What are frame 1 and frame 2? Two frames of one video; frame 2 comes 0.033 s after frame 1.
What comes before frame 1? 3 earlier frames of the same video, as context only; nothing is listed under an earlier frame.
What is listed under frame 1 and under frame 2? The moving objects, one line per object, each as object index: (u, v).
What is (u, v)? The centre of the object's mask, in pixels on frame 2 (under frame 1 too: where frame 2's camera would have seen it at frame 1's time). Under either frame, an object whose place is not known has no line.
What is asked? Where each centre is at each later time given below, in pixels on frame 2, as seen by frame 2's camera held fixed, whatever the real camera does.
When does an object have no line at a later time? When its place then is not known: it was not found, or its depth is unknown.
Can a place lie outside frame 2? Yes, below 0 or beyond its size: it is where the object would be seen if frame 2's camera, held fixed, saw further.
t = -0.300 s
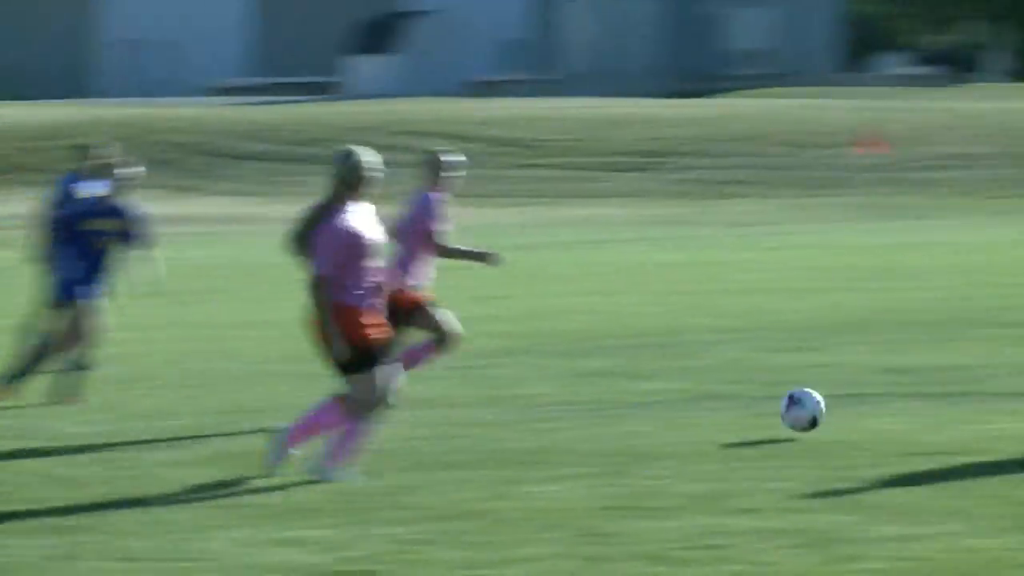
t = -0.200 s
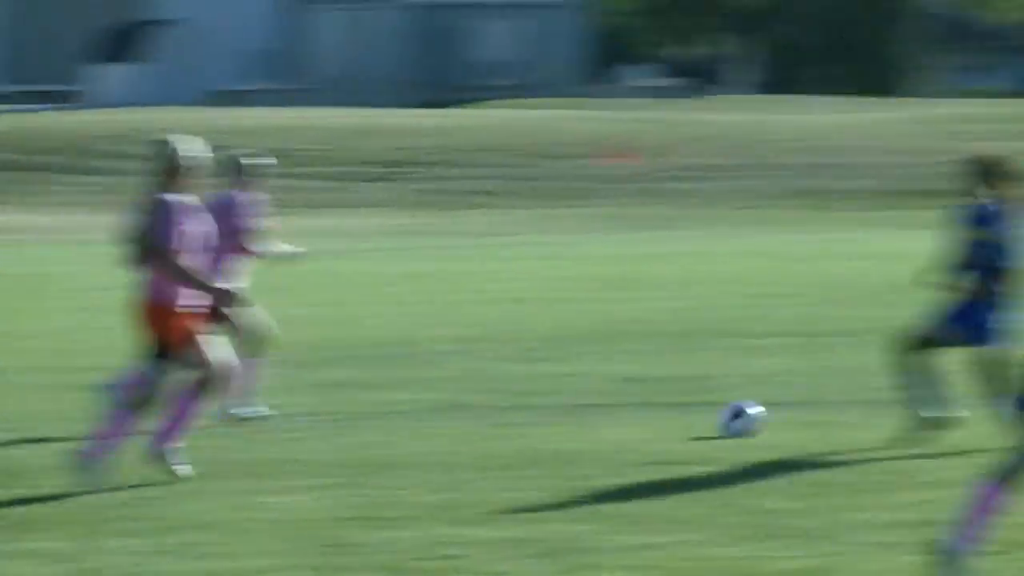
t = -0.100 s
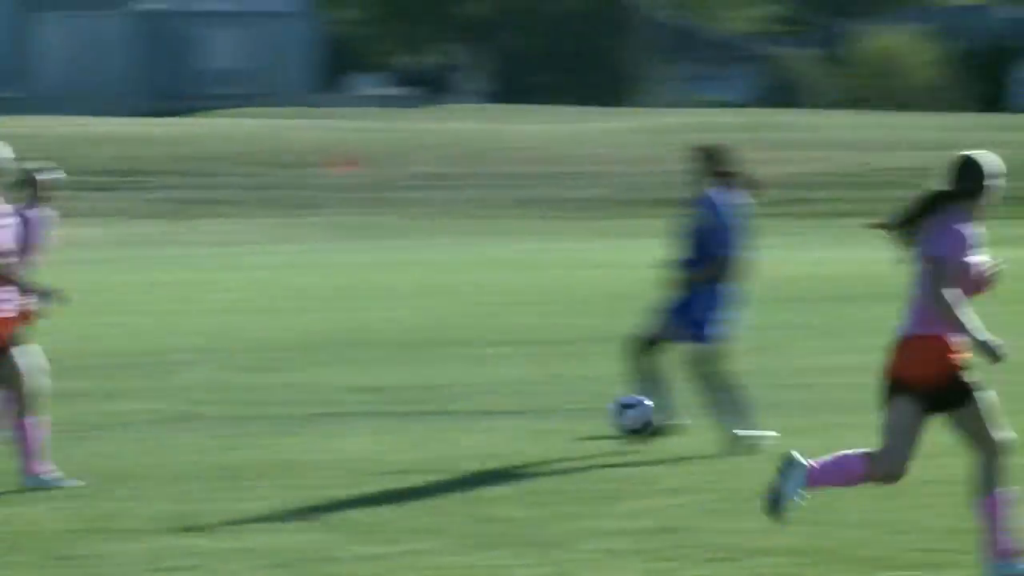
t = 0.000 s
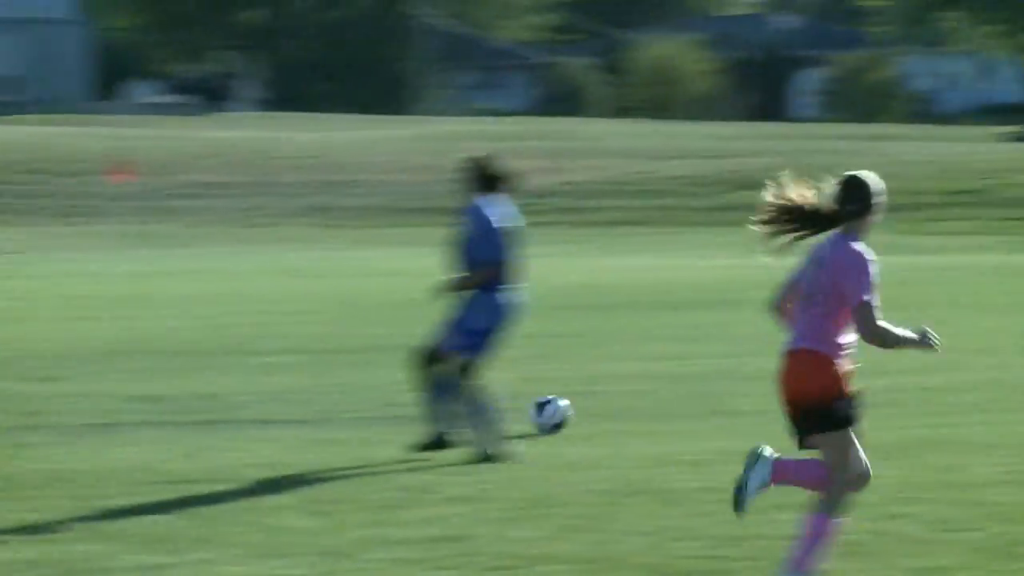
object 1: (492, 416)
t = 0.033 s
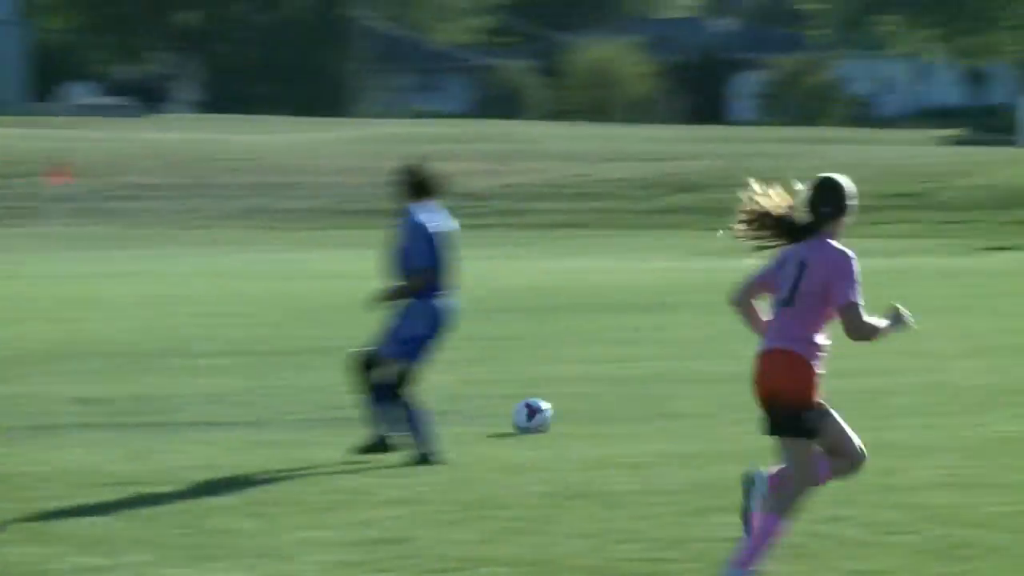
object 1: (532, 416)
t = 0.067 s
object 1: (574, 413)
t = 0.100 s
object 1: (610, 407)
